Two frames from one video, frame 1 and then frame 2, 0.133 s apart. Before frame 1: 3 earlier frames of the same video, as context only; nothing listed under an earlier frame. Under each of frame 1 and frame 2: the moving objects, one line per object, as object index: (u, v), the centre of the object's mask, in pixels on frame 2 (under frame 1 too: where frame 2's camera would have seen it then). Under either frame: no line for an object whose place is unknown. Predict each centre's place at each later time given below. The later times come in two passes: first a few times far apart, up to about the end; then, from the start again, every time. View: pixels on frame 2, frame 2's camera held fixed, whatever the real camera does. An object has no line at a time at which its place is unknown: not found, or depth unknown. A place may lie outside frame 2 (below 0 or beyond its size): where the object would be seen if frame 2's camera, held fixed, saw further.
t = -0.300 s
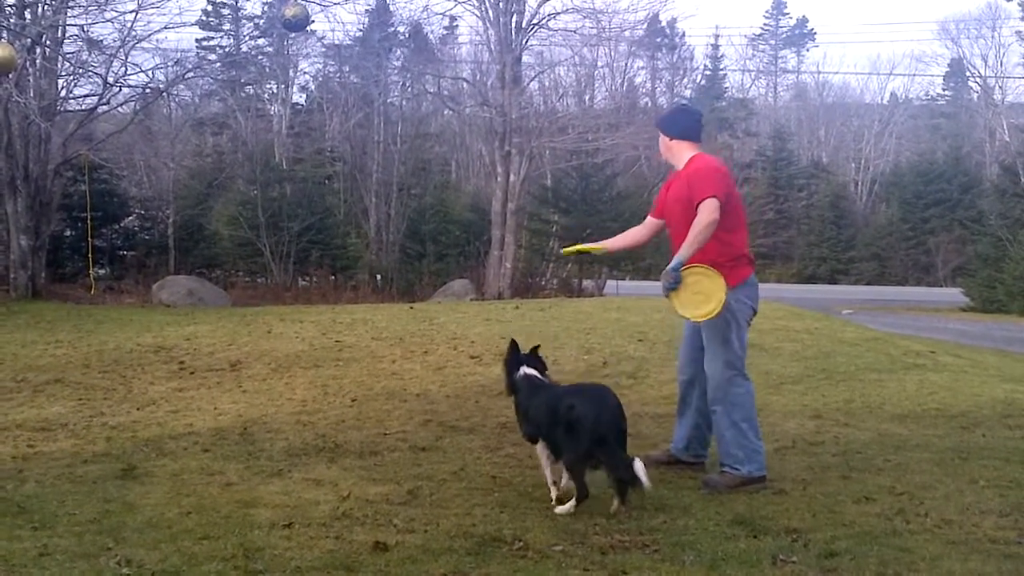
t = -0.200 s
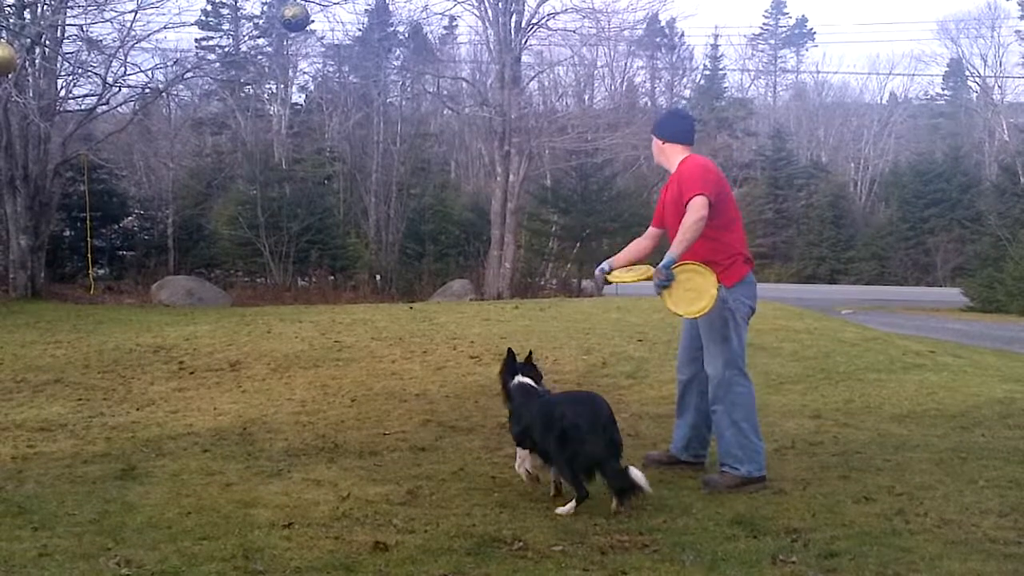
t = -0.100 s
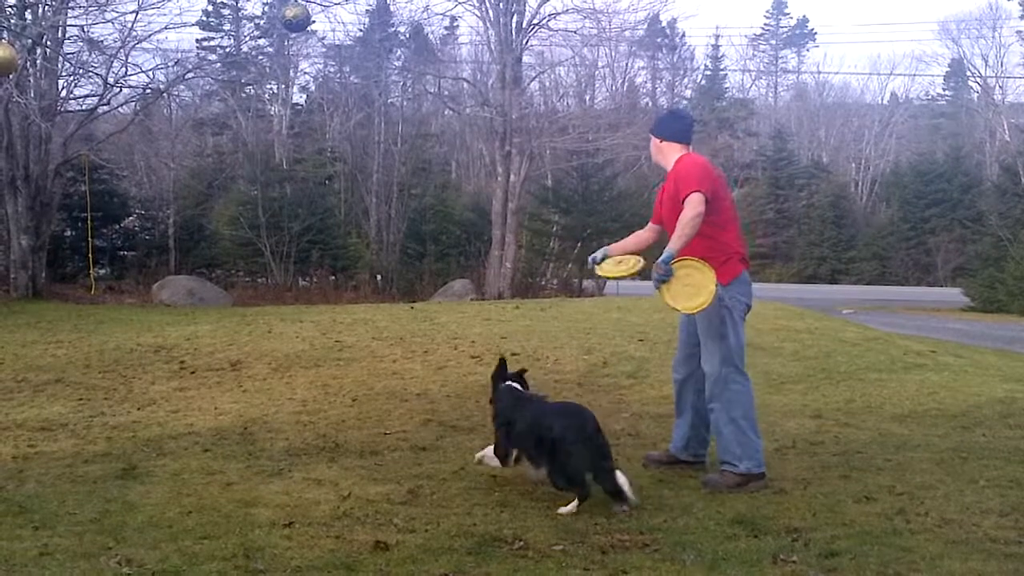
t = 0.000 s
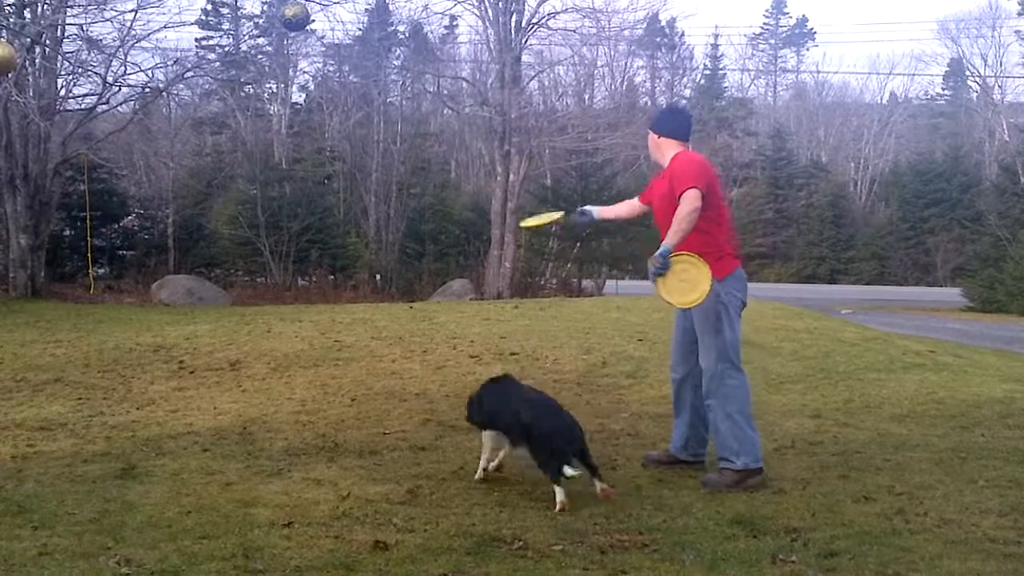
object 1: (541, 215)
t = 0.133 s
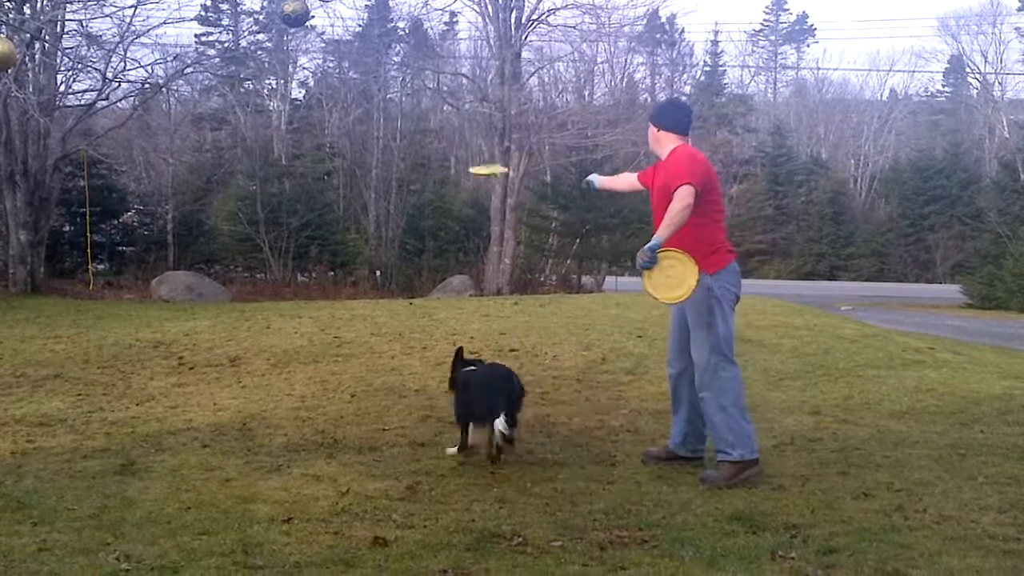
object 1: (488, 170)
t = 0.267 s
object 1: (447, 153)
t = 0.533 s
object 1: (392, 148)
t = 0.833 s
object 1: (357, 159)
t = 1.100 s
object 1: (341, 179)
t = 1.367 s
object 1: (336, 199)
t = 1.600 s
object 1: (333, 217)
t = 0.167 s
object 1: (477, 164)
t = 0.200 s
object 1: (466, 159)
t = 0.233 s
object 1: (457, 156)
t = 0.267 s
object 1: (447, 153)
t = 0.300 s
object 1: (438, 151)
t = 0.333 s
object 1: (431, 150)
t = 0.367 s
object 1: (423, 149)
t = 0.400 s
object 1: (417, 148)
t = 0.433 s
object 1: (410, 148)
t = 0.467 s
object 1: (404, 148)
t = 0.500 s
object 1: (399, 147)
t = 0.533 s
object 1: (392, 148)
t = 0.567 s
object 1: (388, 148)
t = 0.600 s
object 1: (383, 149)
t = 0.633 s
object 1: (378, 150)
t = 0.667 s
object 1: (374, 151)
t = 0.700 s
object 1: (370, 152)
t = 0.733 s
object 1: (366, 153)
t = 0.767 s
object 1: (363, 155)
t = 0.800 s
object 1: (360, 157)
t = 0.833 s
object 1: (357, 159)
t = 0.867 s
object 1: (355, 161)
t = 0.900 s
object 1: (352, 164)
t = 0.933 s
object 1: (350, 167)
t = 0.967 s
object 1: (347, 169)
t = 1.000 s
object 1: (346, 172)
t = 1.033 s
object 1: (344, 174)
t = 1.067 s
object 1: (342, 177)
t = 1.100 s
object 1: (341, 179)
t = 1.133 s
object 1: (340, 182)
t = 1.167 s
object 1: (339, 184)
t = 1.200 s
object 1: (338, 187)
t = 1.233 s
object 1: (338, 189)
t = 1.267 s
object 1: (337, 192)
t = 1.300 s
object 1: (337, 194)
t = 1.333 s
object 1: (336, 197)
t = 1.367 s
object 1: (336, 199)
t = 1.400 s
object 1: (335, 202)
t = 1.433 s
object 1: (335, 204)
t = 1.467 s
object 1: (335, 207)
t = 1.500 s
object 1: (335, 209)
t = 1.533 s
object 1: (334, 212)
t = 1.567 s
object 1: (334, 215)
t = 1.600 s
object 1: (333, 217)
